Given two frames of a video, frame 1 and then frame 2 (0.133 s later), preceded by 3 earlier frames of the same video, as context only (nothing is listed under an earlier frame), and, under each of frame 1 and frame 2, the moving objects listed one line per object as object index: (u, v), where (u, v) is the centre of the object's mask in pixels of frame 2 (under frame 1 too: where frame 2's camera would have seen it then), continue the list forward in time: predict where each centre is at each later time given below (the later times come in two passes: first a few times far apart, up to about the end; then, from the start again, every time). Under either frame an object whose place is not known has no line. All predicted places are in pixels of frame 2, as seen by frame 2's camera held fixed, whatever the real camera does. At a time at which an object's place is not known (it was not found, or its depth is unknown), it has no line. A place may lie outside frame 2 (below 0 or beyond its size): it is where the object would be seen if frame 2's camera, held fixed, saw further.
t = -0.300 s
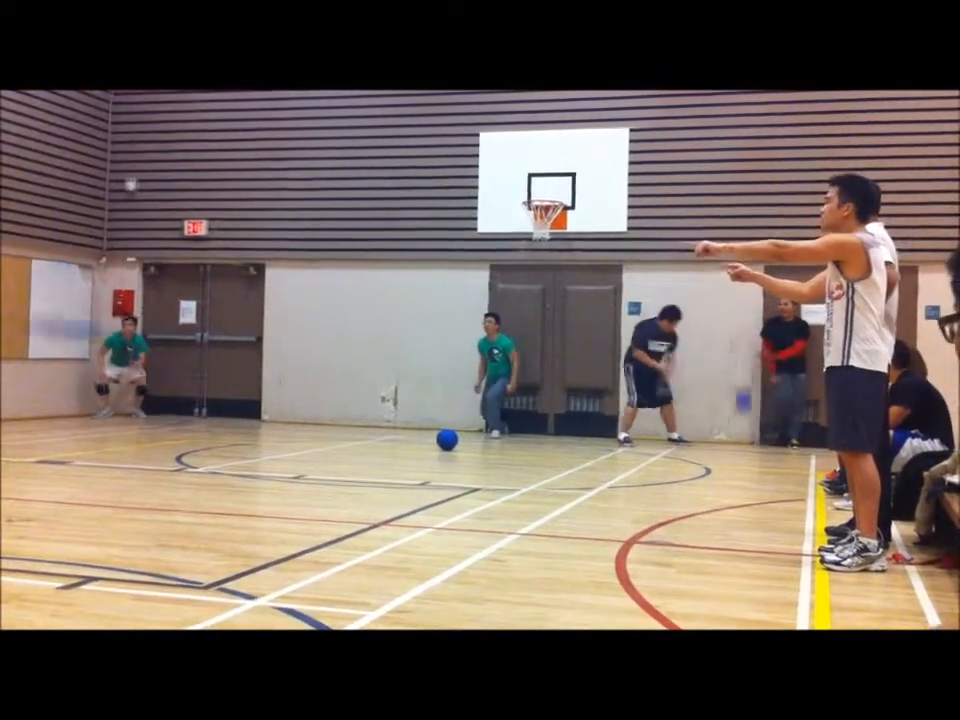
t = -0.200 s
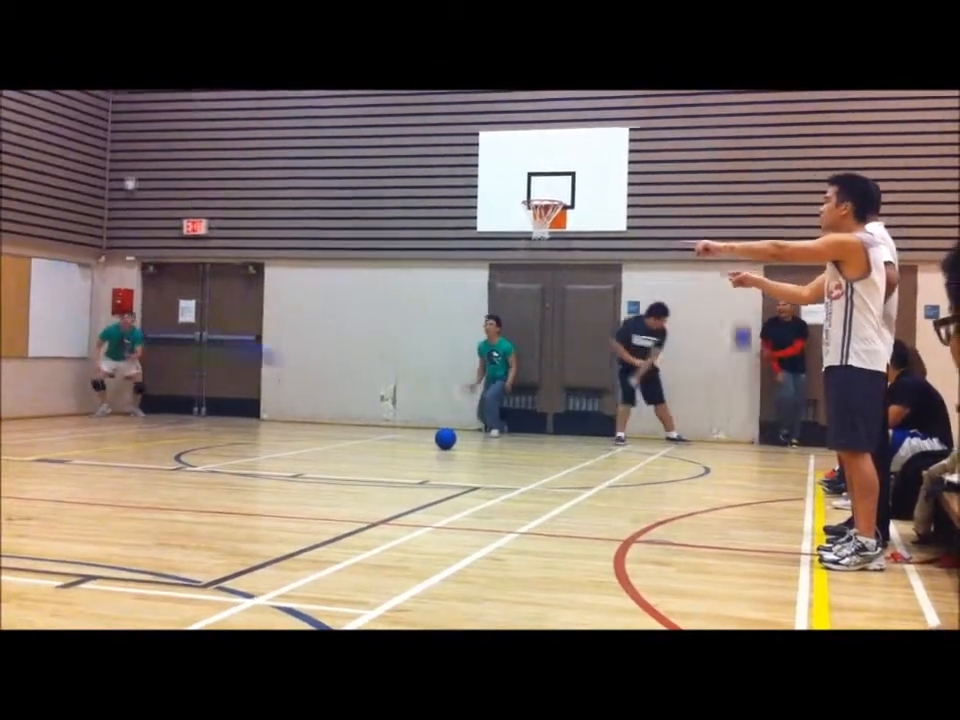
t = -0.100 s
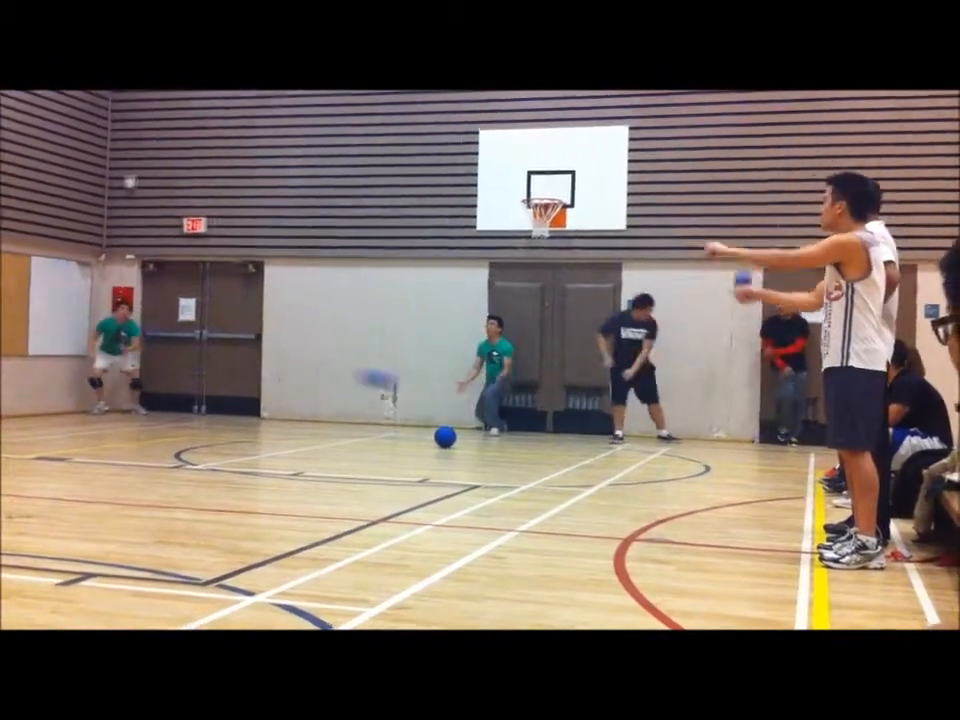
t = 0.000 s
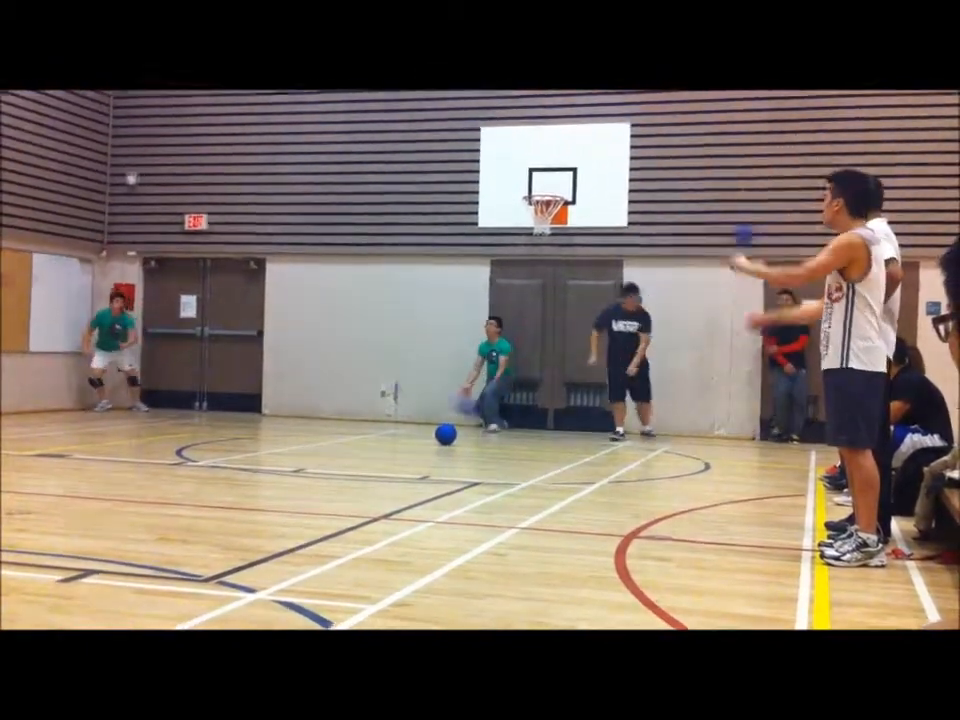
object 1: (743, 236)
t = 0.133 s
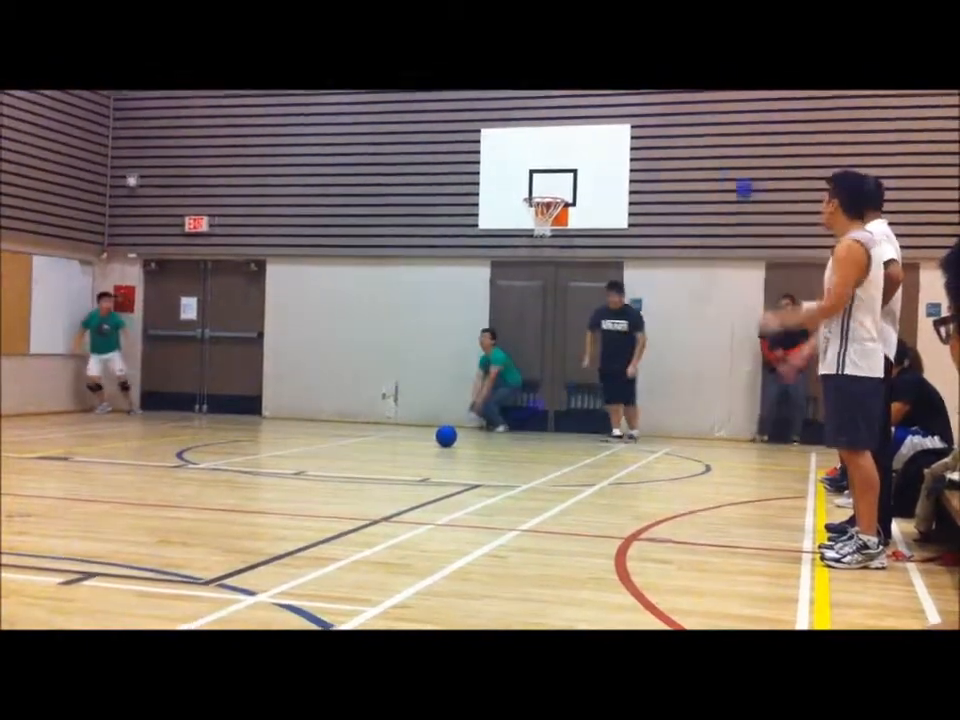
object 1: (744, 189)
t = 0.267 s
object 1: (744, 157)
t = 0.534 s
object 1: (741, 138)
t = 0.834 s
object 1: (736, 196)
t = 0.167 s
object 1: (744, 178)
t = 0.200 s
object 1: (744, 172)
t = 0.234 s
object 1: (744, 163)
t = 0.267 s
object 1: (744, 157)
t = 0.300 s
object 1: (744, 150)
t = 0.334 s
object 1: (745, 145)
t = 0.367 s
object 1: (745, 142)
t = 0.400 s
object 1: (744, 139)
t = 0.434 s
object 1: (743, 139)
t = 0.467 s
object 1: (741, 139)
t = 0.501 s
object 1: (742, 139)
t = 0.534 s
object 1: (741, 138)
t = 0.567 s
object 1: (742, 139)
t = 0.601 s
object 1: (742, 145)
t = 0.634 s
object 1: (740, 150)
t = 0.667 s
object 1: (739, 155)
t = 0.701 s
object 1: (737, 161)
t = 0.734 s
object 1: (737, 168)
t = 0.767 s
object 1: (739, 174)
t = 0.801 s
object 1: (736, 185)
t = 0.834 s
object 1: (736, 196)
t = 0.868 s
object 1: (736, 208)
